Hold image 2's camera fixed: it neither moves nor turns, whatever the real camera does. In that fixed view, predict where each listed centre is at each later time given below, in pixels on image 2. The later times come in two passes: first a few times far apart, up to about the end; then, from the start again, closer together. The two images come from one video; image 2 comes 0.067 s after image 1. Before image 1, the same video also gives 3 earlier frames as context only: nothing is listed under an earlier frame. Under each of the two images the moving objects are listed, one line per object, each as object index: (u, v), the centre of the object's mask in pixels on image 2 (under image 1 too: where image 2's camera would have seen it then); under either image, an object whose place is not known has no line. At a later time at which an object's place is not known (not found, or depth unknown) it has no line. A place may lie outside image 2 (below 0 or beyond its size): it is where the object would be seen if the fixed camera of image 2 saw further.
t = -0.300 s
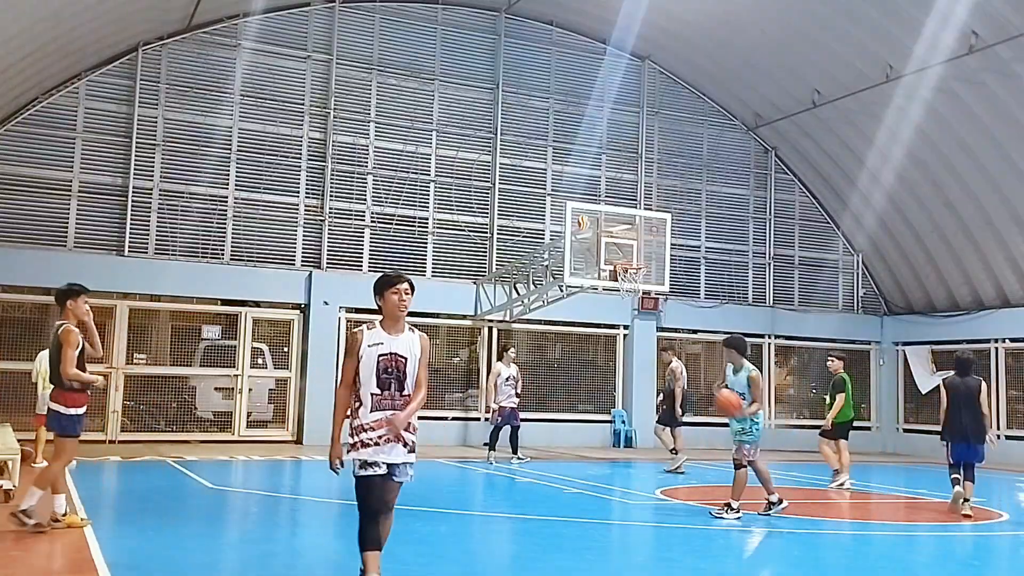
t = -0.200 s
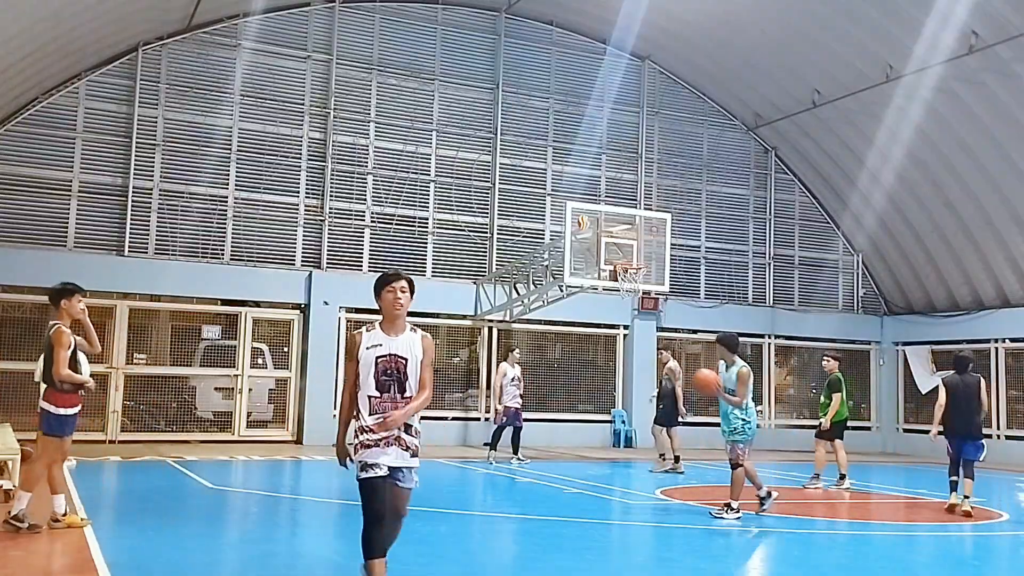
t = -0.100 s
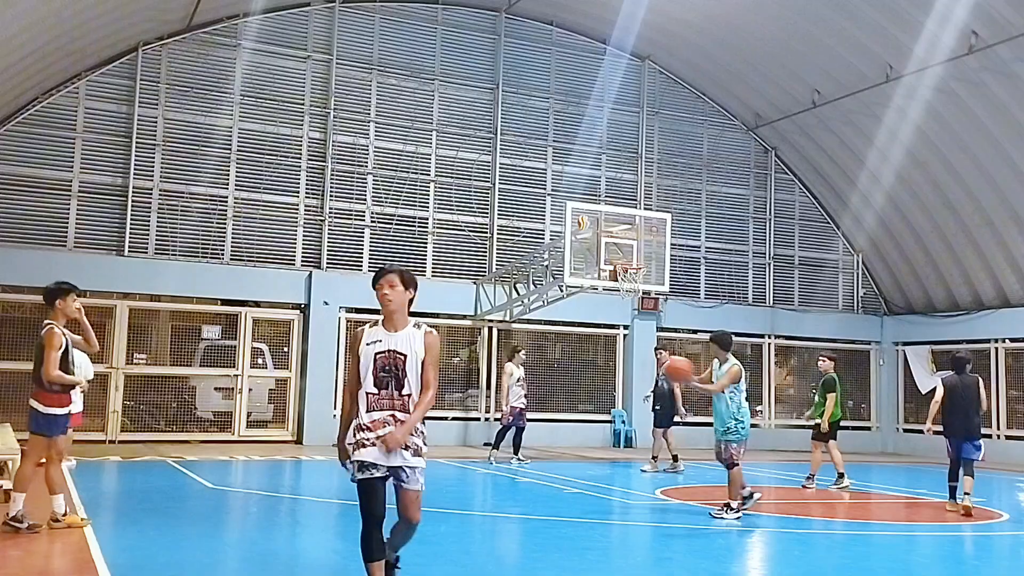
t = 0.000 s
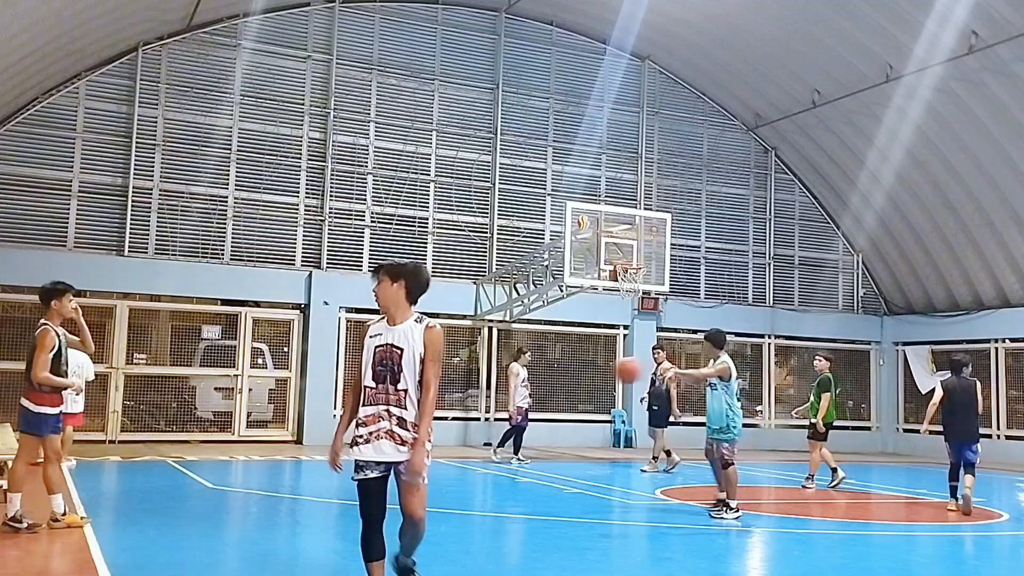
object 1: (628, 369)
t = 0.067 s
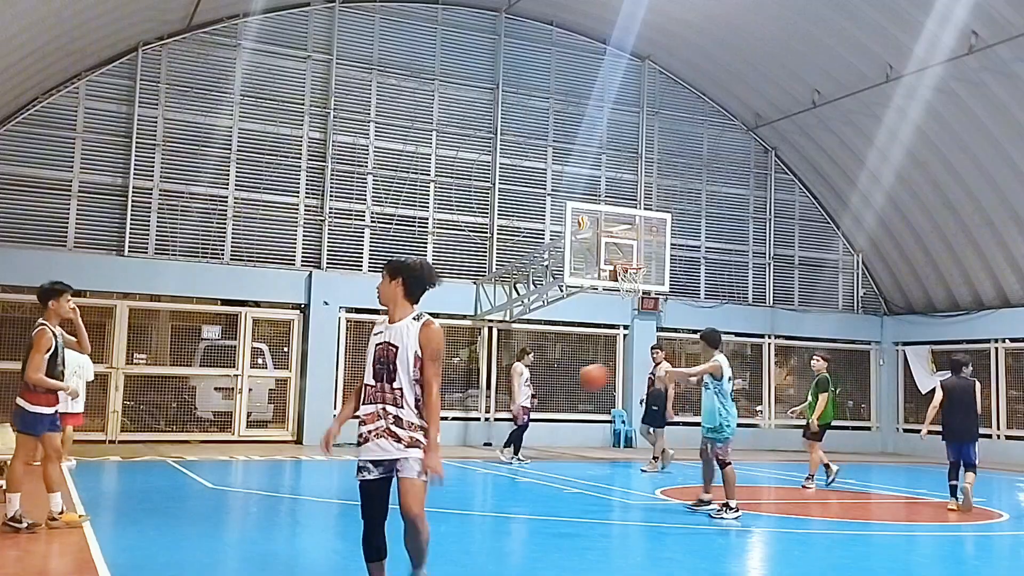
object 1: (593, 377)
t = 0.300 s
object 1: (465, 450)
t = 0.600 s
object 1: (346, 432)
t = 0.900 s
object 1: (258, 402)
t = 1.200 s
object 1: (160, 486)
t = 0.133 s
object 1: (558, 390)
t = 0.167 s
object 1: (541, 399)
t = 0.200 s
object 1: (520, 410)
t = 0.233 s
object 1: (503, 421)
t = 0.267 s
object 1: (482, 435)
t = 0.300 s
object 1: (465, 450)
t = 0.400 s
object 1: (393, 502)
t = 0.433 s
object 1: (391, 495)
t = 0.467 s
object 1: (383, 480)
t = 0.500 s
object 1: (373, 465)
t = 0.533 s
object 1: (364, 453)
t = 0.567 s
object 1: (355, 443)
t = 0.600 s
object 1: (346, 432)
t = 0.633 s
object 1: (336, 424)
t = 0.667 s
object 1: (327, 416)
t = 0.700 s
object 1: (317, 410)
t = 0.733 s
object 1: (307, 405)
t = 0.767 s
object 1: (297, 402)
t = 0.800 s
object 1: (288, 400)
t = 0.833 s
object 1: (277, 399)
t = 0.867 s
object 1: (269, 400)
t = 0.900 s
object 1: (258, 402)
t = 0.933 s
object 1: (247, 405)
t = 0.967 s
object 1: (237, 410)
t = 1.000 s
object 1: (225, 417)
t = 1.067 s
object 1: (205, 433)
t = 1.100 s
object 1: (194, 444)
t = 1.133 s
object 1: (183, 455)
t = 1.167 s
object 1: (171, 470)
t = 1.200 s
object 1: (160, 486)
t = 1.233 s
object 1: (147, 503)
